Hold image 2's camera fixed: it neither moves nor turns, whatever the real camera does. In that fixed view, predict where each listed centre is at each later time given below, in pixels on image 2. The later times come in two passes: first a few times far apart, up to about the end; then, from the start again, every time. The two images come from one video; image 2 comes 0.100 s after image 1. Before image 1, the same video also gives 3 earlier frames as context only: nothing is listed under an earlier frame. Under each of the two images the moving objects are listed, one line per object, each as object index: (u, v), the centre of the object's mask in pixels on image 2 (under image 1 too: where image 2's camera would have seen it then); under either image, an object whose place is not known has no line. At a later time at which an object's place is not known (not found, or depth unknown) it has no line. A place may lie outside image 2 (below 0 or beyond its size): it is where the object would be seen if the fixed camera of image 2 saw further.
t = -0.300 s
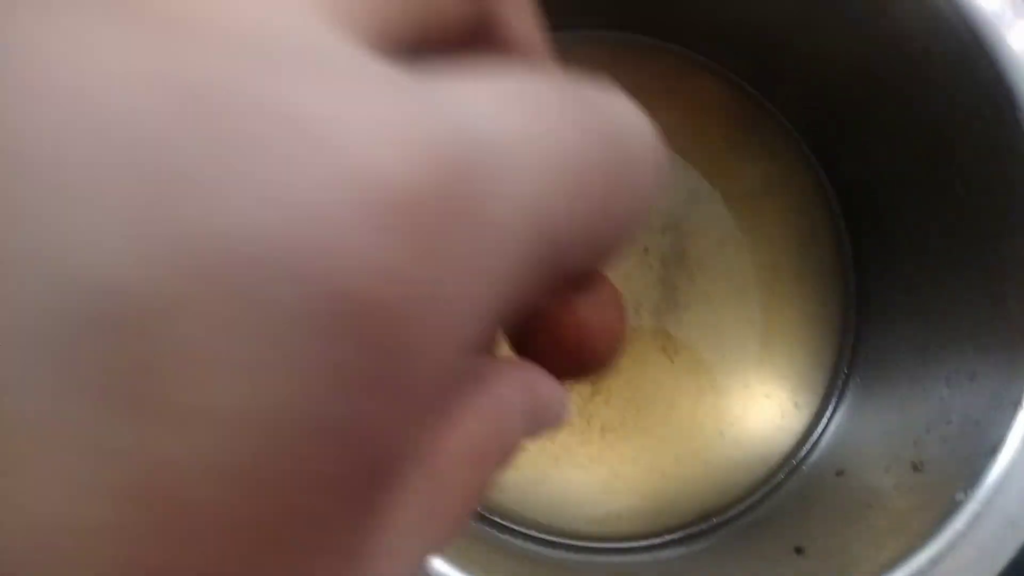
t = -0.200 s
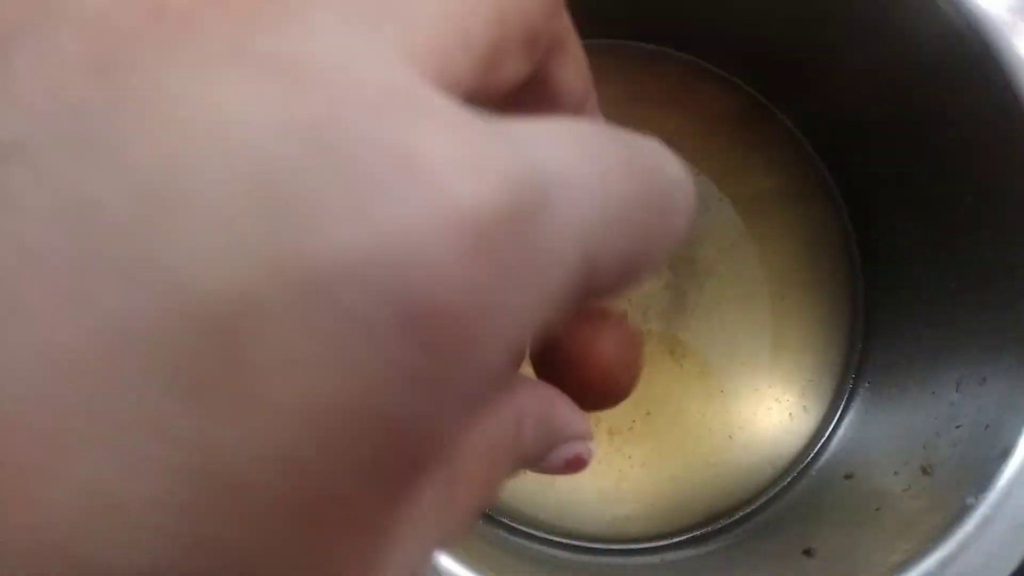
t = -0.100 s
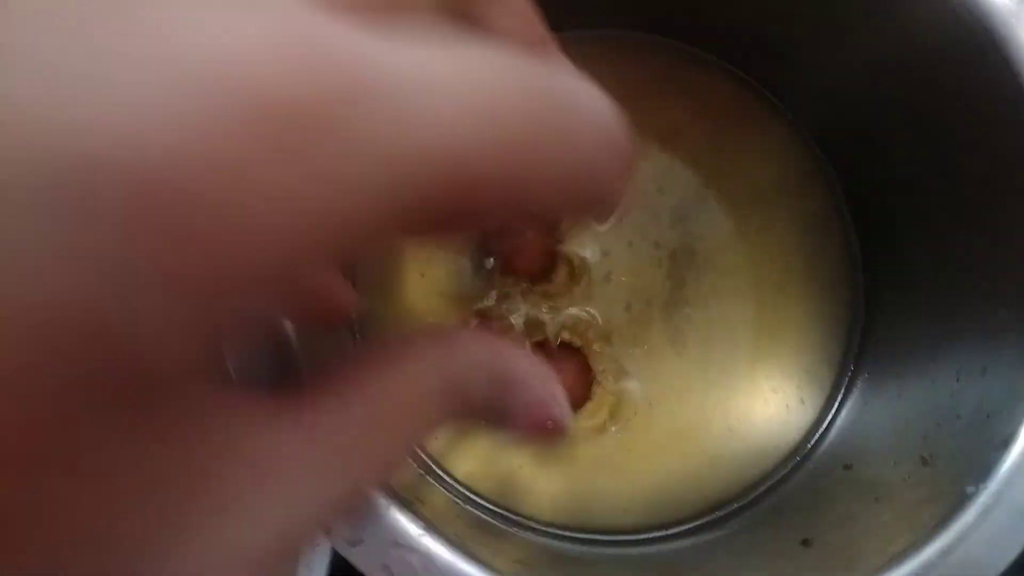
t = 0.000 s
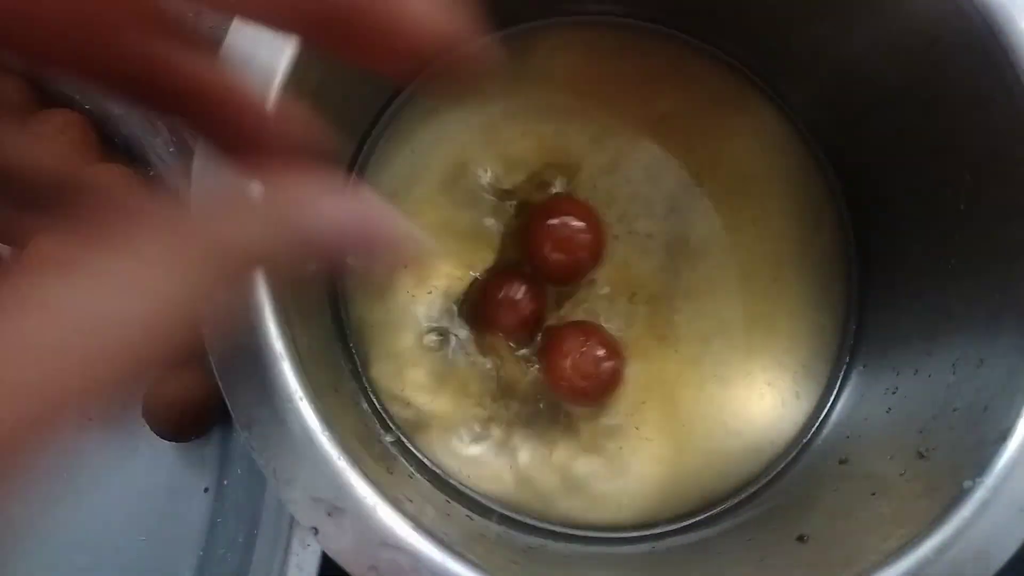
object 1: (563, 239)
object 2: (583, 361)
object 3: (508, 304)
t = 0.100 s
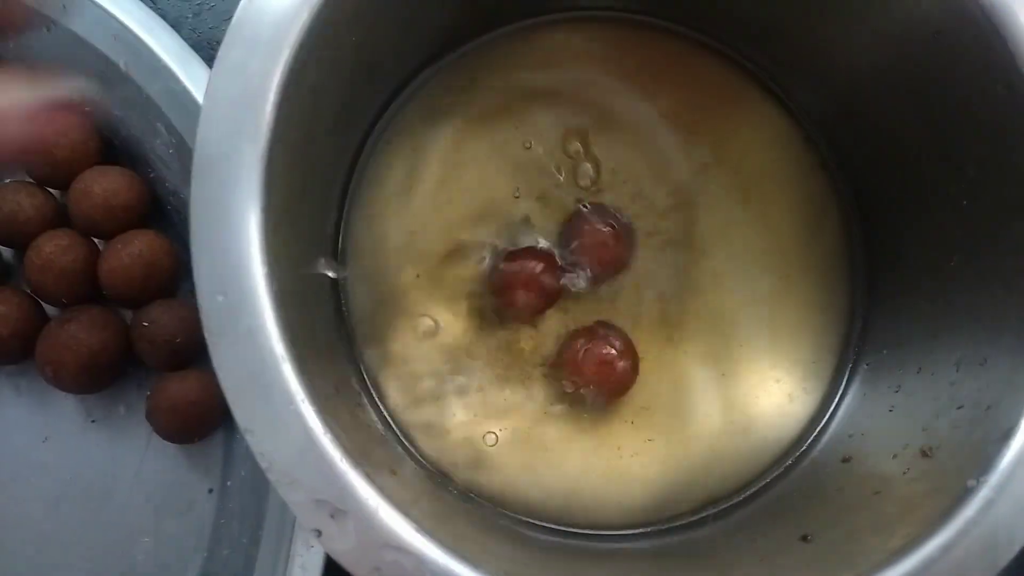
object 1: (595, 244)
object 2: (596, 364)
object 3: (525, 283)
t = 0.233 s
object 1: (636, 242)
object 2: (609, 360)
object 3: (552, 261)
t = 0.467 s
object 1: (683, 258)
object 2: (626, 362)
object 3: (588, 235)
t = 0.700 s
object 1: (722, 258)
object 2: (642, 351)
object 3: (632, 210)
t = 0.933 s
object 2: (655, 354)
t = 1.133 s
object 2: (657, 361)
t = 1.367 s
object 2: (667, 353)
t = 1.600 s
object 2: (671, 359)
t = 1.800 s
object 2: (674, 365)
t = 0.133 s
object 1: (605, 243)
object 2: (602, 361)
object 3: (531, 273)
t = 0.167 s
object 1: (618, 242)
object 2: (605, 360)
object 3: (542, 266)
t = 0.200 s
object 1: (627, 242)
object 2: (606, 359)
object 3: (548, 261)
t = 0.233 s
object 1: (636, 242)
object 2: (609, 360)
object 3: (552, 261)
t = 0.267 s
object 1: (648, 244)
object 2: (615, 356)
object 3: (560, 253)
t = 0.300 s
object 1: (652, 249)
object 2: (619, 356)
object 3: (564, 250)
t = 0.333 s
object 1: (657, 250)
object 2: (624, 356)
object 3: (569, 248)
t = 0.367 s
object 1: (662, 251)
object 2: (625, 358)
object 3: (575, 244)
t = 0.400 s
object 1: (667, 256)
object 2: (625, 359)
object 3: (578, 242)
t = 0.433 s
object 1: (673, 258)
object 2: (625, 361)
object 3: (583, 238)
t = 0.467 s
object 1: (683, 258)
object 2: (626, 362)
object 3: (588, 235)
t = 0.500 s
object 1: (689, 259)
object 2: (627, 363)
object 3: (593, 232)
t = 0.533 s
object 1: (696, 259)
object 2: (629, 362)
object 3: (599, 229)
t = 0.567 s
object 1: (700, 259)
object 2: (633, 358)
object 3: (604, 226)
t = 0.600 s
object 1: (707, 257)
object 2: (637, 353)
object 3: (611, 223)
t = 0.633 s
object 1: (708, 261)
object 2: (638, 351)
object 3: (617, 219)
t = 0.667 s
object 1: (714, 259)
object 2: (640, 351)
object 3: (625, 214)
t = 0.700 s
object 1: (722, 258)
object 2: (642, 351)
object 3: (632, 210)
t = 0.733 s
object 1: (729, 259)
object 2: (644, 354)
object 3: (638, 206)
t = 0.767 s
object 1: (736, 262)
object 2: (647, 356)
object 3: (643, 205)
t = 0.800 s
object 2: (648, 357)
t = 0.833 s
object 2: (651, 357)
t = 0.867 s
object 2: (652, 356)
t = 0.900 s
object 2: (653, 354)
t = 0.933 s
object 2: (655, 354)
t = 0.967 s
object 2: (655, 353)
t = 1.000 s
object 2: (655, 354)
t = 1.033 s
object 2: (655, 356)
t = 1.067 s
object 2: (655, 357)
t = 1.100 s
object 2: (656, 359)
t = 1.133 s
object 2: (657, 361)
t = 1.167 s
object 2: (658, 361)
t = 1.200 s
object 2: (661, 360)
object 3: (695, 191)
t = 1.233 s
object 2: (662, 358)
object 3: (698, 189)
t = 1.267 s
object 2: (664, 356)
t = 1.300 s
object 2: (666, 354)
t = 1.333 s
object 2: (667, 353)
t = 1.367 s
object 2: (667, 353)
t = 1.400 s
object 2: (668, 353)
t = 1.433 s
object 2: (669, 356)
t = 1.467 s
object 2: (670, 356)
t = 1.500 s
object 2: (672, 355)
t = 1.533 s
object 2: (672, 356)
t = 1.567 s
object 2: (672, 357)
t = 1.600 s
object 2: (671, 359)
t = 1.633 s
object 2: (671, 360)
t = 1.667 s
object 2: (672, 360)
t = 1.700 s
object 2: (672, 362)
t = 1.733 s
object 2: (673, 364)
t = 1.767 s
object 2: (673, 365)
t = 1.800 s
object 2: (674, 365)
